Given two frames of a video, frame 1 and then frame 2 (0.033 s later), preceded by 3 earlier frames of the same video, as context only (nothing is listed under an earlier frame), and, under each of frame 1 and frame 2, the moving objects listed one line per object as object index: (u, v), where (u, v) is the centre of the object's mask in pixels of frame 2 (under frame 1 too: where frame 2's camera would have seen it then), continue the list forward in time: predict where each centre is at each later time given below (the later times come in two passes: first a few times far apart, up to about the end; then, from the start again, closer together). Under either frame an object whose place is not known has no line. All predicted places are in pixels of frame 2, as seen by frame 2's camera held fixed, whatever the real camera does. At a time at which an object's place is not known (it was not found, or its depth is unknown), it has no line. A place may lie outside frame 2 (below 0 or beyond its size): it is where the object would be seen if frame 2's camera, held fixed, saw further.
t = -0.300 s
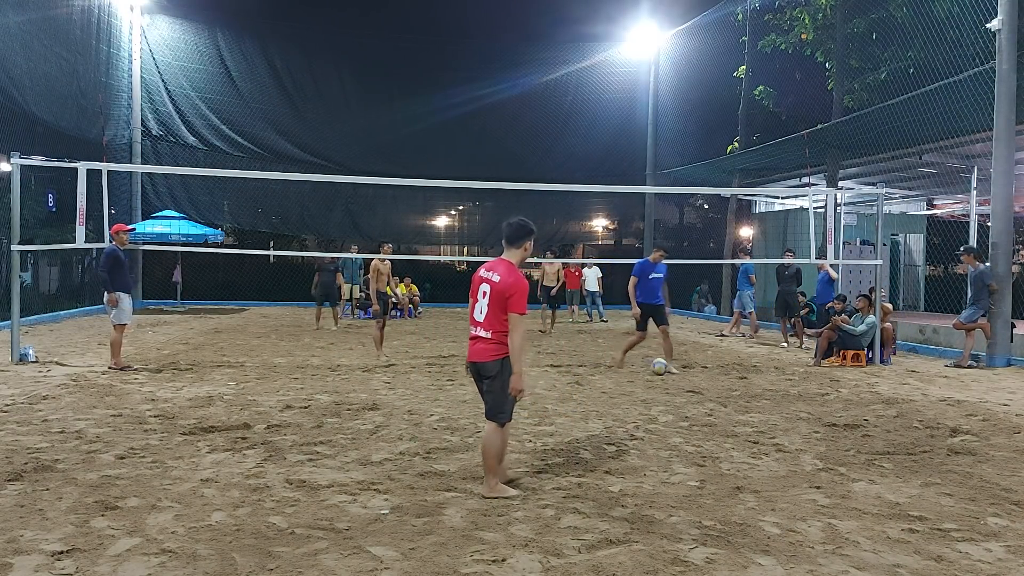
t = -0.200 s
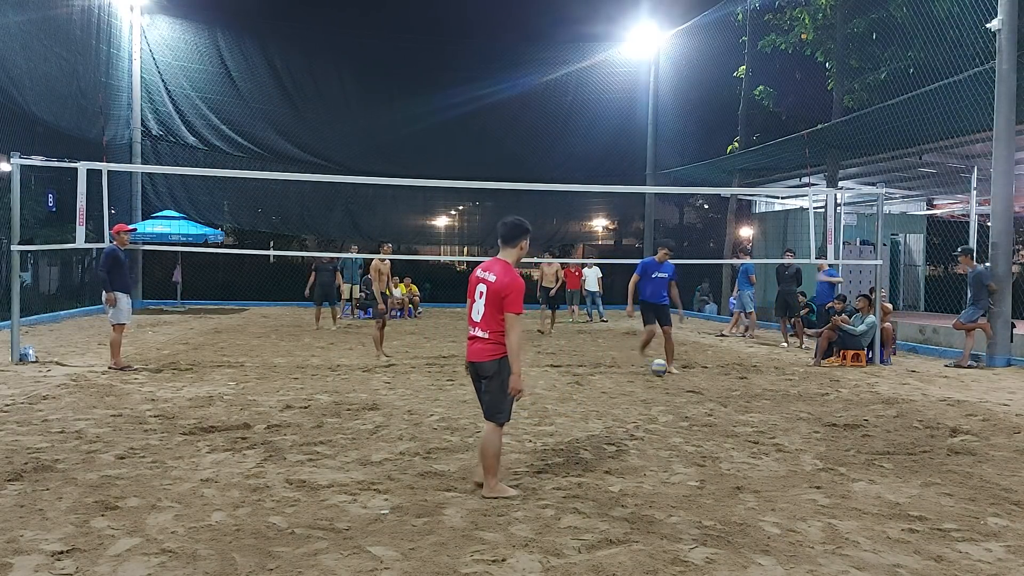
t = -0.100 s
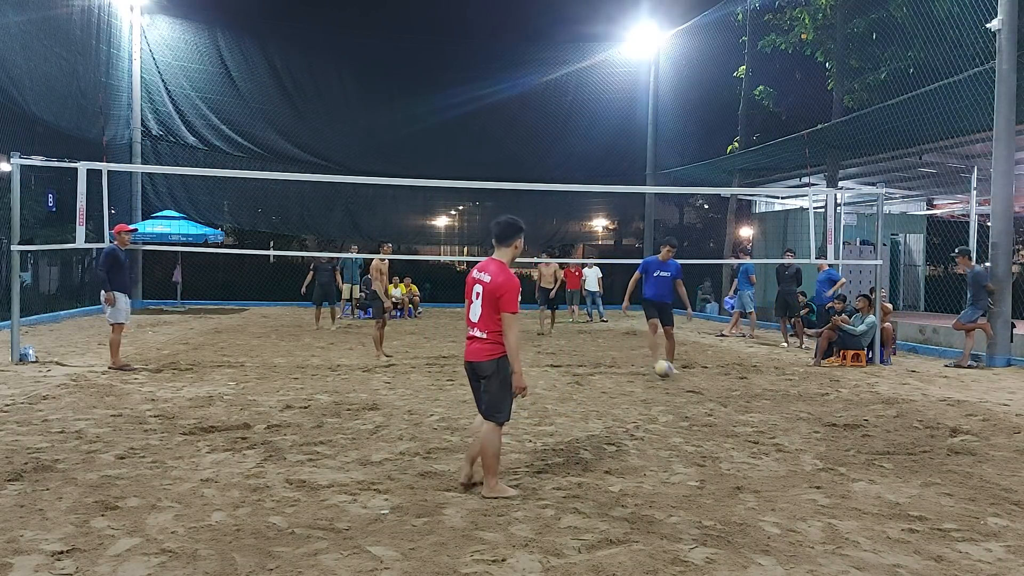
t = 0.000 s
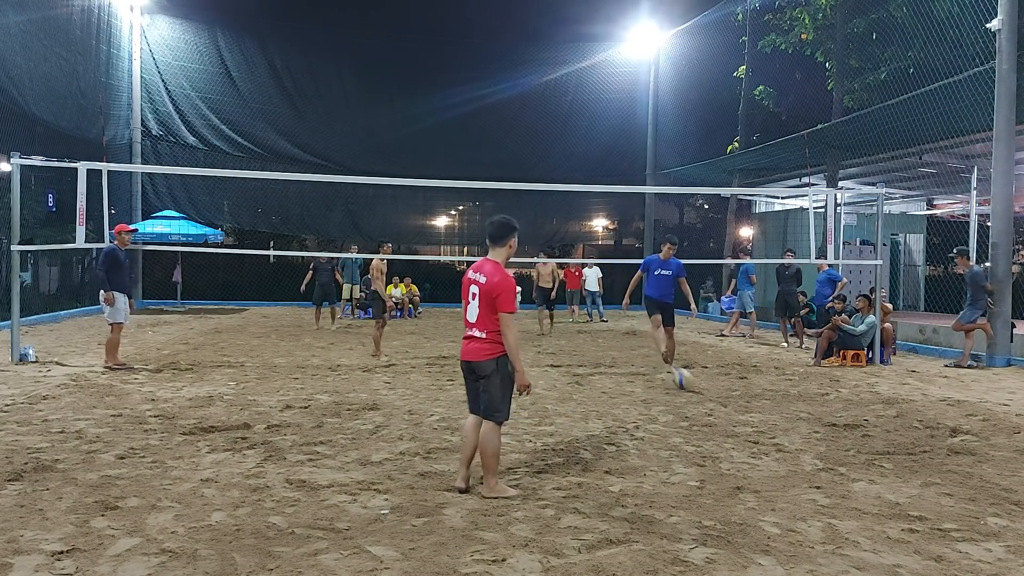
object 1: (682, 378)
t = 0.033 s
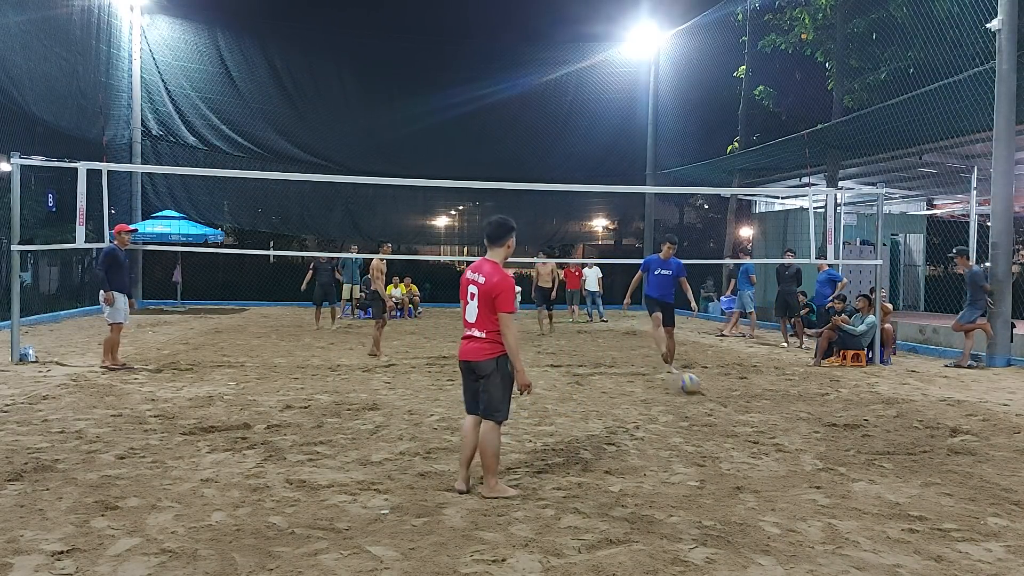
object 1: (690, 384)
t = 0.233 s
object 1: (724, 400)
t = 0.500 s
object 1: (775, 429)
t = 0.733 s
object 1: (836, 450)
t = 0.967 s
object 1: (917, 494)
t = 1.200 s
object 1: (1013, 549)
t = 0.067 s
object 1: (695, 386)
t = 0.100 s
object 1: (700, 389)
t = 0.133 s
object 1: (706, 392)
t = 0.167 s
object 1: (712, 396)
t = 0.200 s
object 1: (719, 399)
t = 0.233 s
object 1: (724, 400)
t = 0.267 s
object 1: (731, 403)
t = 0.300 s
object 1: (737, 408)
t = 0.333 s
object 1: (745, 414)
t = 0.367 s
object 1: (750, 416)
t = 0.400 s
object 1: (756, 418)
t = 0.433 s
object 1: (763, 422)
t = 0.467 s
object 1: (769, 426)
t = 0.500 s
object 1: (775, 429)
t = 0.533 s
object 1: (783, 433)
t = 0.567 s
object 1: (790, 437)
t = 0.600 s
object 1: (800, 444)
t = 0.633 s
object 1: (808, 446)
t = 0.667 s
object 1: (817, 446)
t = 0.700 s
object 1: (827, 448)
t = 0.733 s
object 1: (836, 450)
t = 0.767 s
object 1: (847, 457)
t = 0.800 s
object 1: (858, 464)
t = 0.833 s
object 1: (869, 474)
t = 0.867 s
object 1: (881, 483)
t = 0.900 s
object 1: (892, 484)
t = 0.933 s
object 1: (905, 489)
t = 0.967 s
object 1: (917, 494)
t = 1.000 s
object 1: (930, 502)
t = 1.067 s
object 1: (960, 525)
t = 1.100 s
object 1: (976, 528)
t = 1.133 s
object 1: (994, 536)
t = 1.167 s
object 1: (1003, 541)
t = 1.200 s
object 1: (1013, 549)
